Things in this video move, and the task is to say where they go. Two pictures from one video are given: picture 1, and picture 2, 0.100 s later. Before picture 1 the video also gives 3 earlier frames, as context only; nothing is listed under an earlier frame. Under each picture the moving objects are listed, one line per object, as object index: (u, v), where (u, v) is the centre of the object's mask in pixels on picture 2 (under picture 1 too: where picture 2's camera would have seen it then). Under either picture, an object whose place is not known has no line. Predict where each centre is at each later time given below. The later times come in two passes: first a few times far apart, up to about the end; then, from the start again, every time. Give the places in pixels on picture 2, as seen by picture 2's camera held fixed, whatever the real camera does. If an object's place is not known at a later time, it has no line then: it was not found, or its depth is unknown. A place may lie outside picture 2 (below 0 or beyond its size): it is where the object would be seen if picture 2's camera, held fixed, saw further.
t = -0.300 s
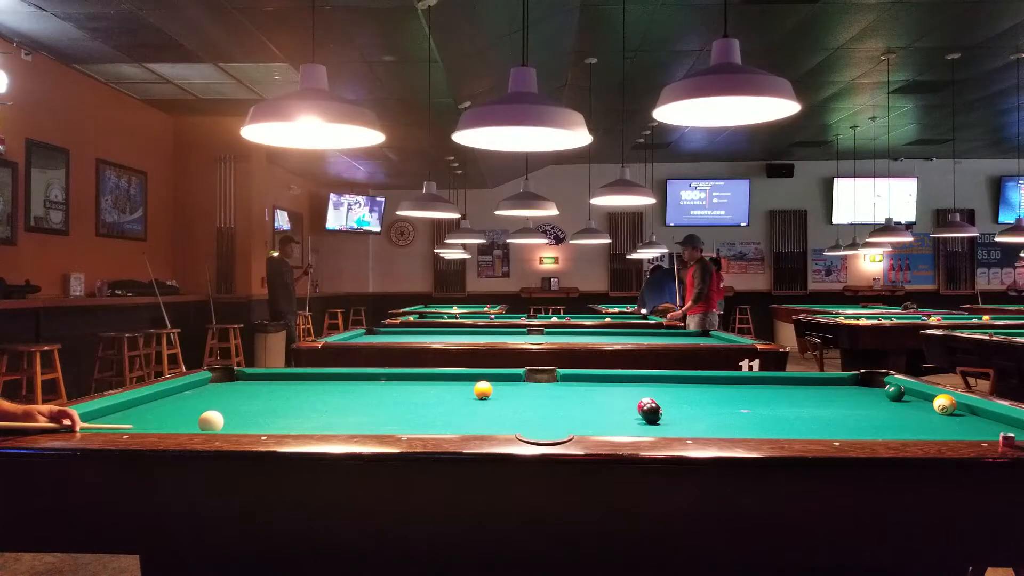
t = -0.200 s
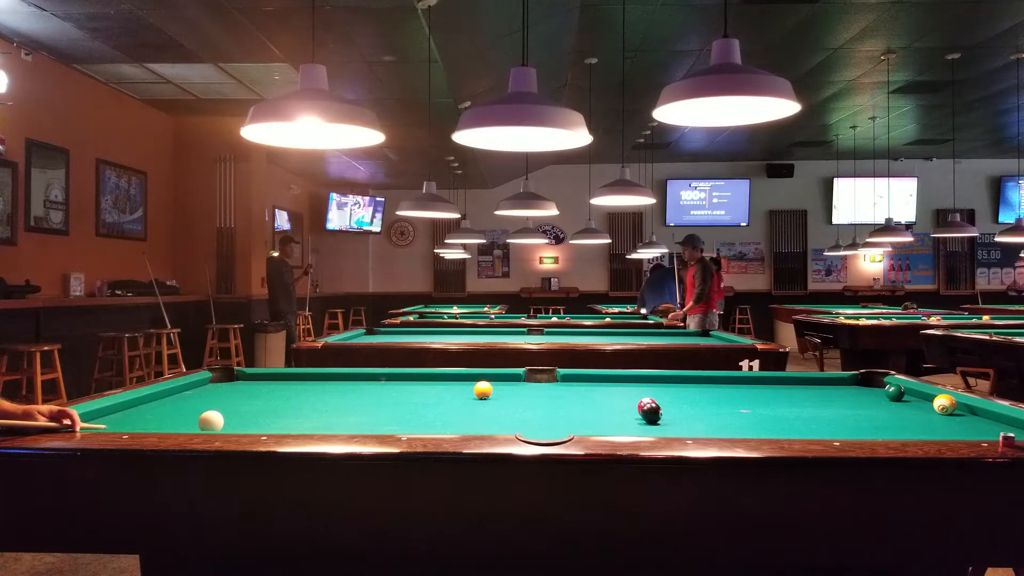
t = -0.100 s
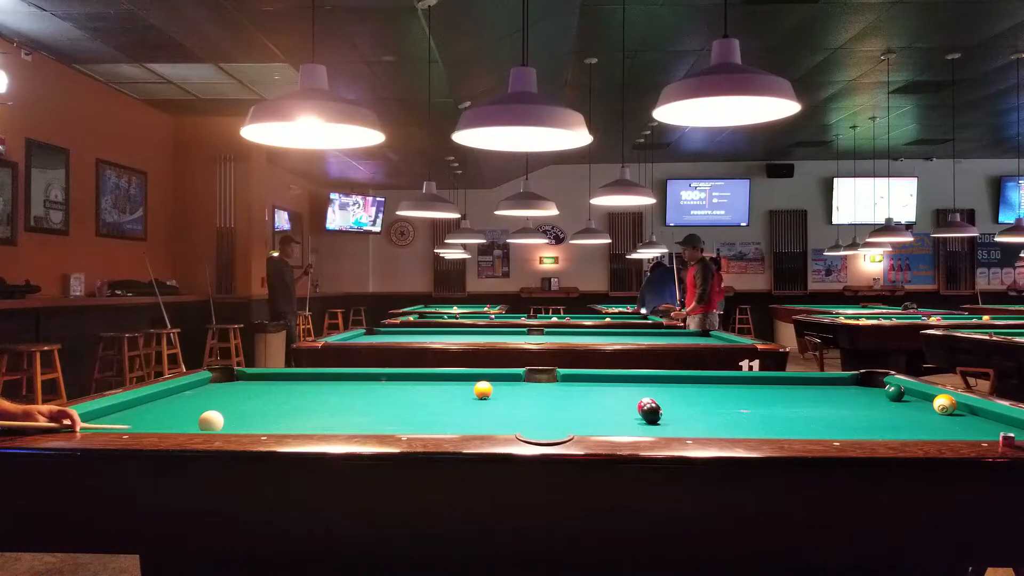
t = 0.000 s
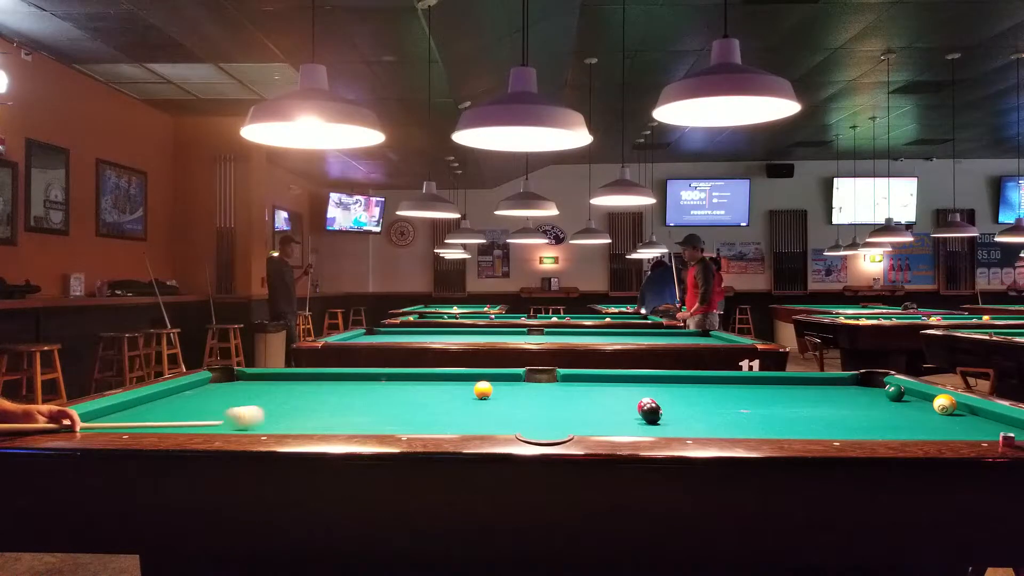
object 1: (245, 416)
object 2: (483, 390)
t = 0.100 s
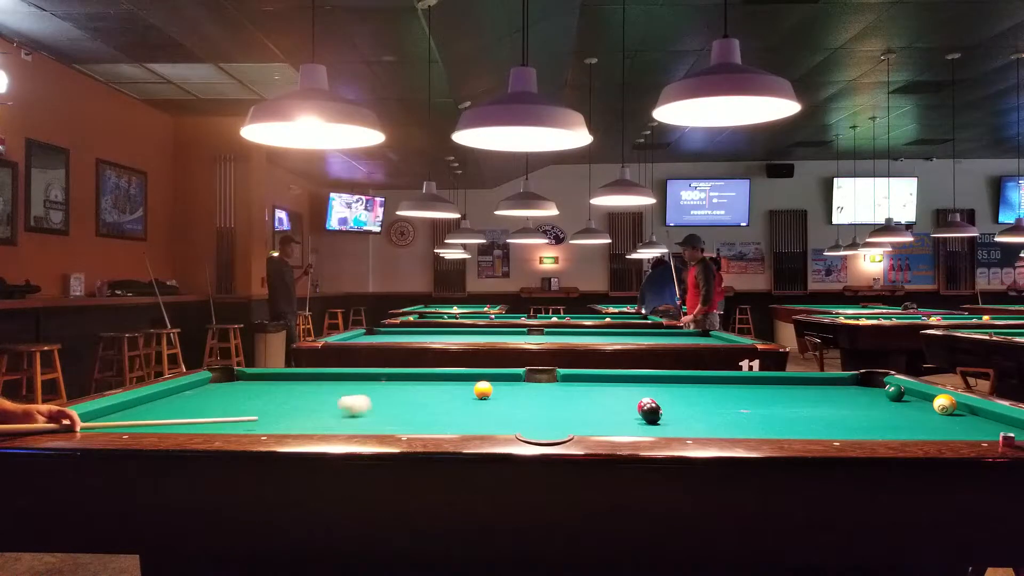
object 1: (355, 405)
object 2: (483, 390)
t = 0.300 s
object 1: (486, 393)
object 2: (502, 385)
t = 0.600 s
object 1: (558, 395)
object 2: (535, 381)
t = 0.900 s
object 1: (628, 398)
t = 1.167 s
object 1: (694, 403)
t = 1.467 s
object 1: (768, 406)
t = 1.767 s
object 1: (841, 409)
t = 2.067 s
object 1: (915, 413)
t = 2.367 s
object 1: (988, 416)
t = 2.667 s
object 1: (977, 421)
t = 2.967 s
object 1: (950, 424)
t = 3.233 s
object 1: (926, 427)
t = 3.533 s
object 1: (898, 429)
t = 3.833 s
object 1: (872, 430)
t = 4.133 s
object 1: (845, 432)
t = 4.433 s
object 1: (820, 430)
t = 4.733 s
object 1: (797, 429)
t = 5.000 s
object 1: (779, 428)
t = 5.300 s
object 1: (766, 428)
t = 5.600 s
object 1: (755, 428)
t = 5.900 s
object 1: (746, 427)
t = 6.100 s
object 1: (741, 427)
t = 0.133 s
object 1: (385, 401)
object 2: (483, 390)
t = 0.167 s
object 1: (413, 398)
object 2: (483, 390)
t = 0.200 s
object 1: (439, 395)
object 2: (483, 390)
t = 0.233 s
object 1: (462, 393)
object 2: (483, 390)
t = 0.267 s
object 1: (477, 392)
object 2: (492, 387)
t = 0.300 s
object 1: (486, 393)
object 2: (502, 385)
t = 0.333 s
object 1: (495, 393)
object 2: (511, 383)
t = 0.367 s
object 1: (503, 394)
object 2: (521, 381)
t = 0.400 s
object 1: (511, 394)
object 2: (529, 379)
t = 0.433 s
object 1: (518, 394)
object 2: (537, 377)
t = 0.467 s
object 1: (526, 394)
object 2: (545, 376)
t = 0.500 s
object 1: (534, 395)
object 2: (550, 375)
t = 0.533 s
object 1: (542, 395)
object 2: (544, 376)
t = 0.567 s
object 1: (550, 395)
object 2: (538, 378)
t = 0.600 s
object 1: (558, 395)
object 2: (535, 381)
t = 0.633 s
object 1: (566, 396)
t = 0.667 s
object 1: (573, 396)
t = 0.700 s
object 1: (581, 397)
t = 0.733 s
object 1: (589, 397)
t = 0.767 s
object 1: (597, 397)
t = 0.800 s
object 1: (605, 398)
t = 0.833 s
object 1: (613, 398)
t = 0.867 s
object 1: (621, 398)
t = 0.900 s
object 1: (628, 398)
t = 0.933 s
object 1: (635, 397)
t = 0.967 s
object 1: (643, 396)
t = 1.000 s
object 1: (655, 396)
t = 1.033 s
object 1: (663, 399)
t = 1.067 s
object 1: (670, 401)
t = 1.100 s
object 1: (678, 402)
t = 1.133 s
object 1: (686, 402)
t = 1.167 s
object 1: (694, 403)
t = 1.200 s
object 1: (702, 403)
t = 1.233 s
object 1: (710, 403)
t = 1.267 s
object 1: (718, 403)
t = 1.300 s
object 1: (727, 404)
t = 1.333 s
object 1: (735, 405)
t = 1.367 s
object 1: (743, 405)
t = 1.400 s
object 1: (751, 405)
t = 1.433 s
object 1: (759, 405)
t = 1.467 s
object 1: (768, 406)
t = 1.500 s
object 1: (776, 406)
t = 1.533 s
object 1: (784, 407)
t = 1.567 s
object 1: (792, 407)
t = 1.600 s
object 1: (801, 407)
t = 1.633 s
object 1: (809, 408)
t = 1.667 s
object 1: (817, 408)
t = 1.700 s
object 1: (825, 409)
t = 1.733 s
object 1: (833, 409)
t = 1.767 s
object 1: (841, 409)
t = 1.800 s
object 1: (850, 410)
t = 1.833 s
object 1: (858, 410)
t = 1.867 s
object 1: (866, 411)
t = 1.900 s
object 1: (875, 411)
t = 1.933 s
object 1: (882, 412)
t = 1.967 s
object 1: (891, 412)
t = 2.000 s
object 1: (899, 412)
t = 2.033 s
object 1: (907, 413)
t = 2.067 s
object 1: (915, 413)
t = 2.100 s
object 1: (924, 413)
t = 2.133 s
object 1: (931, 414)
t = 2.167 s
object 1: (940, 415)
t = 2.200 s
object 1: (948, 415)
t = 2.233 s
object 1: (956, 415)
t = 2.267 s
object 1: (964, 415)
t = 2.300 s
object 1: (972, 415)
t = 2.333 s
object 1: (980, 416)
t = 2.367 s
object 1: (988, 416)
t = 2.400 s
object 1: (996, 416)
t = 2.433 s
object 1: (998, 417)
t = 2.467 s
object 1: (996, 417)
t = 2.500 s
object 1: (993, 418)
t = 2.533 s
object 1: (990, 419)
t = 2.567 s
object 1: (986, 419)
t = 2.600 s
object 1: (983, 420)
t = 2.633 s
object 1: (981, 420)
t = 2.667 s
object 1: (977, 421)
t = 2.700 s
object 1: (974, 421)
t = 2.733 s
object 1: (971, 422)
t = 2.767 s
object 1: (968, 422)
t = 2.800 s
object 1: (965, 422)
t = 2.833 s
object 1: (962, 423)
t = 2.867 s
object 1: (959, 423)
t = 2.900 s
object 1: (956, 424)
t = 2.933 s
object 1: (953, 424)
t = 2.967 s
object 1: (950, 424)
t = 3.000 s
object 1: (947, 425)
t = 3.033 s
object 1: (944, 425)
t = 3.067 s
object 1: (941, 425)
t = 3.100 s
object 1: (938, 426)
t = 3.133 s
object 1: (935, 426)
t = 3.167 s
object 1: (932, 426)
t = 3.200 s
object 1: (929, 426)
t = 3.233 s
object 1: (926, 427)
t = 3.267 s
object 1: (923, 427)
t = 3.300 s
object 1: (920, 427)
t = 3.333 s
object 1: (917, 428)
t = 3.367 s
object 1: (913, 428)
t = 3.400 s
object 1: (911, 428)
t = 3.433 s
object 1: (908, 428)
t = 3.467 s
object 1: (904, 428)
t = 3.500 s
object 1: (901, 429)
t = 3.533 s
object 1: (898, 429)
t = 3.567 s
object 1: (895, 429)
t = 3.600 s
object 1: (893, 429)
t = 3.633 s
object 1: (890, 430)
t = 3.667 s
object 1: (886, 430)
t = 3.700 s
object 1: (883, 430)
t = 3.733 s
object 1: (881, 430)
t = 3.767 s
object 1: (878, 430)
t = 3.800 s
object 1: (875, 430)
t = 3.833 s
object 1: (872, 430)
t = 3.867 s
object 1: (869, 430)
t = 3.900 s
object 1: (866, 431)
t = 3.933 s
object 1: (863, 431)
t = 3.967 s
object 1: (860, 431)
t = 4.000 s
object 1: (857, 431)
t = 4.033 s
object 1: (855, 431)
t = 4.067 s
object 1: (852, 432)
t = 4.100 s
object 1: (849, 432)
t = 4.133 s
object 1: (845, 432)
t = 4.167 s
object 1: (843, 432)
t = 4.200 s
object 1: (839, 431)
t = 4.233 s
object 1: (837, 431)
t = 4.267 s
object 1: (834, 431)
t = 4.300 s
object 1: (831, 431)
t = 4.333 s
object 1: (828, 431)
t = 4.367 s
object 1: (825, 431)
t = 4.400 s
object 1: (823, 430)
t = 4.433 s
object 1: (820, 430)
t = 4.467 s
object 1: (817, 430)
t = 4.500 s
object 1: (814, 430)
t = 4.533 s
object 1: (812, 430)
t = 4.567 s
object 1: (810, 430)
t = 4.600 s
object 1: (807, 430)
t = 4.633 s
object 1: (805, 430)
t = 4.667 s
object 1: (803, 430)
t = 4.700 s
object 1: (799, 429)
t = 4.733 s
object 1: (797, 429)
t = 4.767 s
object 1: (795, 429)
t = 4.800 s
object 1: (793, 429)
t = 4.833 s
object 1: (791, 429)
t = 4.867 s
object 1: (789, 429)
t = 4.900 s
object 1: (787, 429)
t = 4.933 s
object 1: (785, 429)
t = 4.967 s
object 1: (782, 428)
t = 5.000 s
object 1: (779, 428)
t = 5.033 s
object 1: (777, 428)
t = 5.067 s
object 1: (776, 427)
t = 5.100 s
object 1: (775, 428)
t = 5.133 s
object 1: (774, 428)
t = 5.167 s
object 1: (772, 428)
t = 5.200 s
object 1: (771, 428)
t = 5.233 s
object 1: (770, 428)
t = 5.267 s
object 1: (768, 428)
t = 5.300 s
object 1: (766, 428)
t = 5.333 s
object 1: (765, 428)
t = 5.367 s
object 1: (764, 428)
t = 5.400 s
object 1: (762, 428)
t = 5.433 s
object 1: (761, 428)
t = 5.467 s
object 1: (760, 428)
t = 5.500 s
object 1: (758, 428)
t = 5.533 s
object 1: (757, 428)
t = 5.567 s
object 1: (756, 428)
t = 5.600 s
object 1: (755, 428)
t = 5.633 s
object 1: (754, 428)
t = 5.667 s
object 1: (753, 428)
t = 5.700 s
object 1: (752, 428)
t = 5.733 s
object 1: (751, 427)
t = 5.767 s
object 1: (750, 428)
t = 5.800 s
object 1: (749, 428)
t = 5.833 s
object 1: (747, 427)
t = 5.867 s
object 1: (746, 427)
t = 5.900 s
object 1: (746, 427)
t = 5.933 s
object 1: (745, 427)
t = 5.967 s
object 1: (744, 427)
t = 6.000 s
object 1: (743, 427)
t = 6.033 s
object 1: (742, 427)
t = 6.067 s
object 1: (742, 427)
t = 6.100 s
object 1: (741, 427)
